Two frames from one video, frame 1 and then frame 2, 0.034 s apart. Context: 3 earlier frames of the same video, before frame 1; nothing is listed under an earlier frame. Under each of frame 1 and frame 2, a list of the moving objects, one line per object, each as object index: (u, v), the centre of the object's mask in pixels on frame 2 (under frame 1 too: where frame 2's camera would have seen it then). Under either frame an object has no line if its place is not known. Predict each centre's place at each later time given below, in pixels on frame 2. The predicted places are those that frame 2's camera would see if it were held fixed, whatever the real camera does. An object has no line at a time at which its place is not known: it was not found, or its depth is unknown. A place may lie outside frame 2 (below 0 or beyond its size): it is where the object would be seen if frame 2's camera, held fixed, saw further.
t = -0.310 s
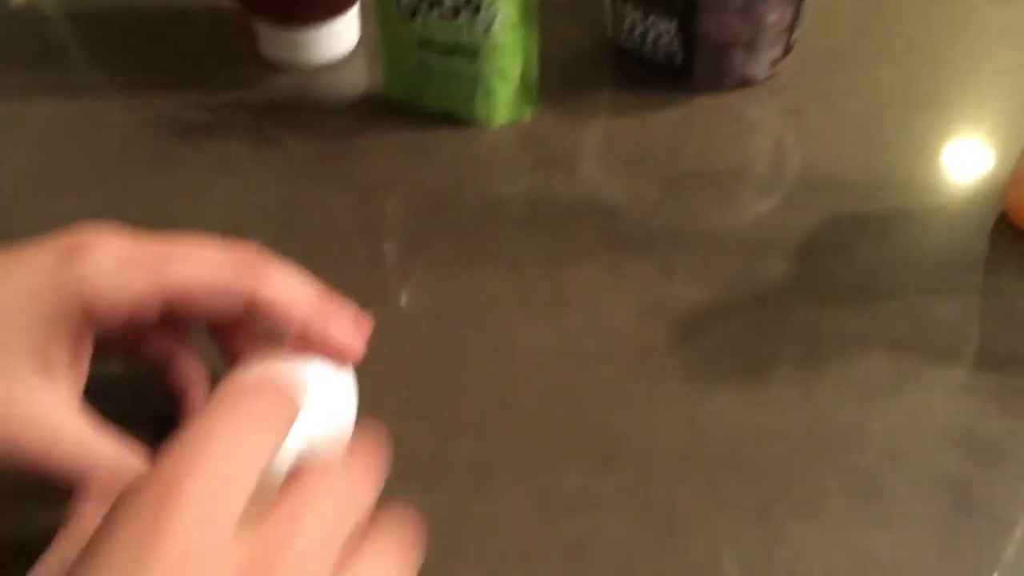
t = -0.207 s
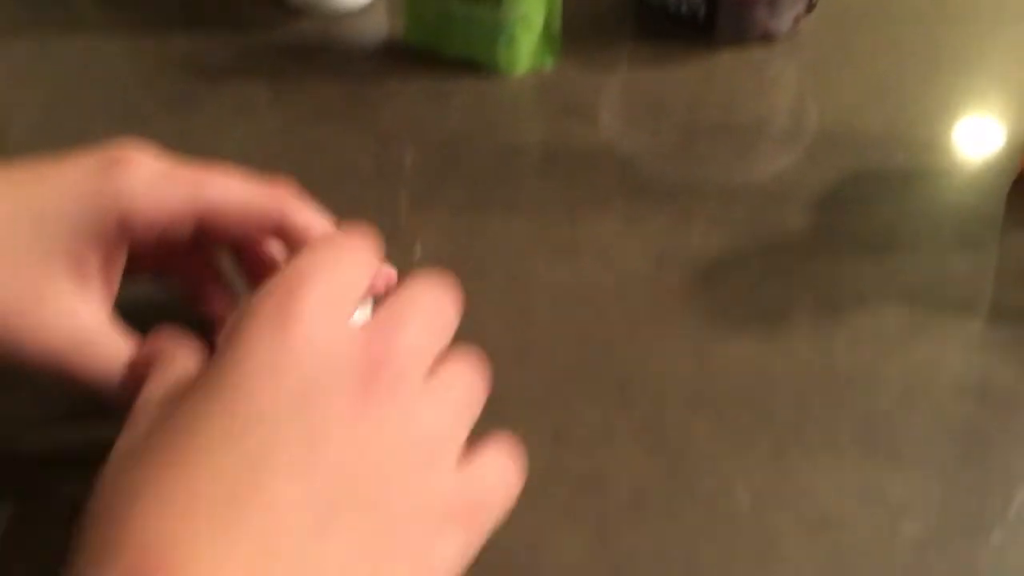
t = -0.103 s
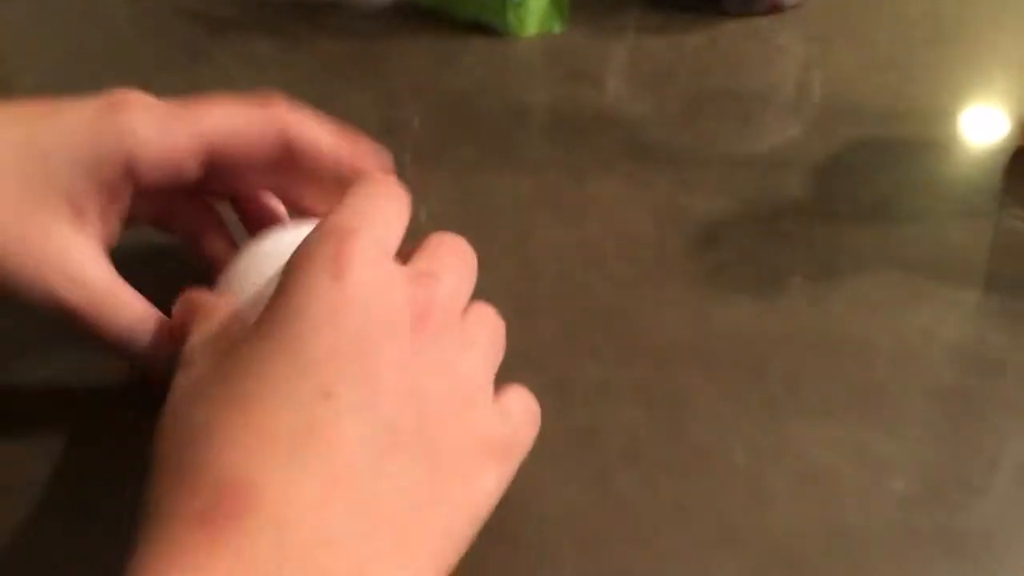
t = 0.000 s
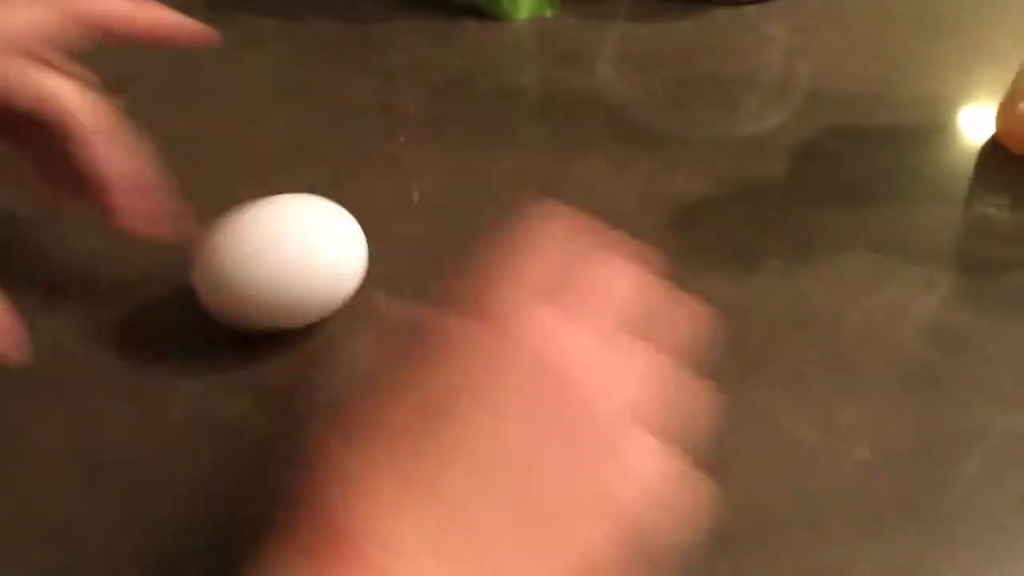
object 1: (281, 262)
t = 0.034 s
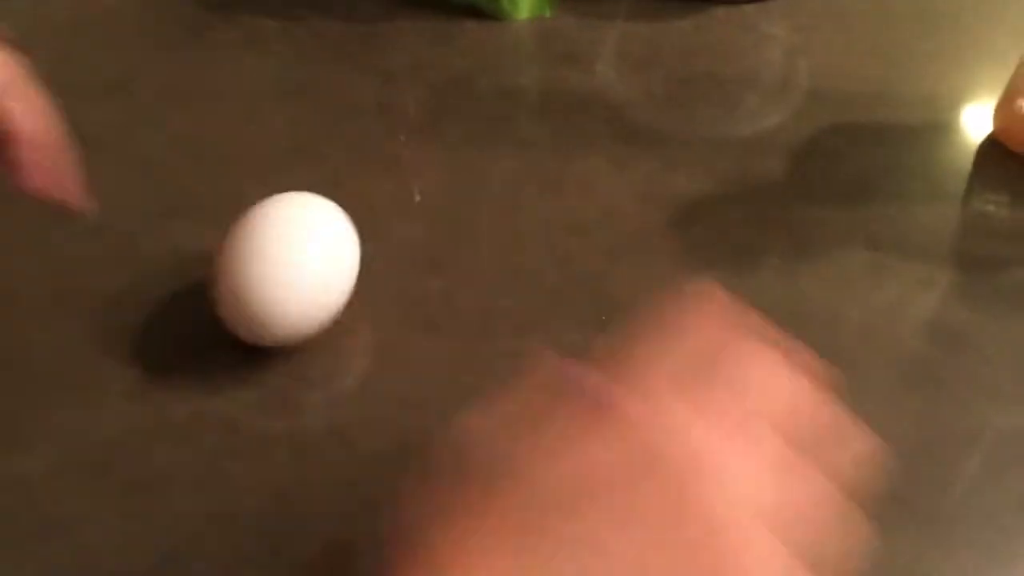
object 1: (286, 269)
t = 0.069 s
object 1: (292, 277)
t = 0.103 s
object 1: (298, 279)
